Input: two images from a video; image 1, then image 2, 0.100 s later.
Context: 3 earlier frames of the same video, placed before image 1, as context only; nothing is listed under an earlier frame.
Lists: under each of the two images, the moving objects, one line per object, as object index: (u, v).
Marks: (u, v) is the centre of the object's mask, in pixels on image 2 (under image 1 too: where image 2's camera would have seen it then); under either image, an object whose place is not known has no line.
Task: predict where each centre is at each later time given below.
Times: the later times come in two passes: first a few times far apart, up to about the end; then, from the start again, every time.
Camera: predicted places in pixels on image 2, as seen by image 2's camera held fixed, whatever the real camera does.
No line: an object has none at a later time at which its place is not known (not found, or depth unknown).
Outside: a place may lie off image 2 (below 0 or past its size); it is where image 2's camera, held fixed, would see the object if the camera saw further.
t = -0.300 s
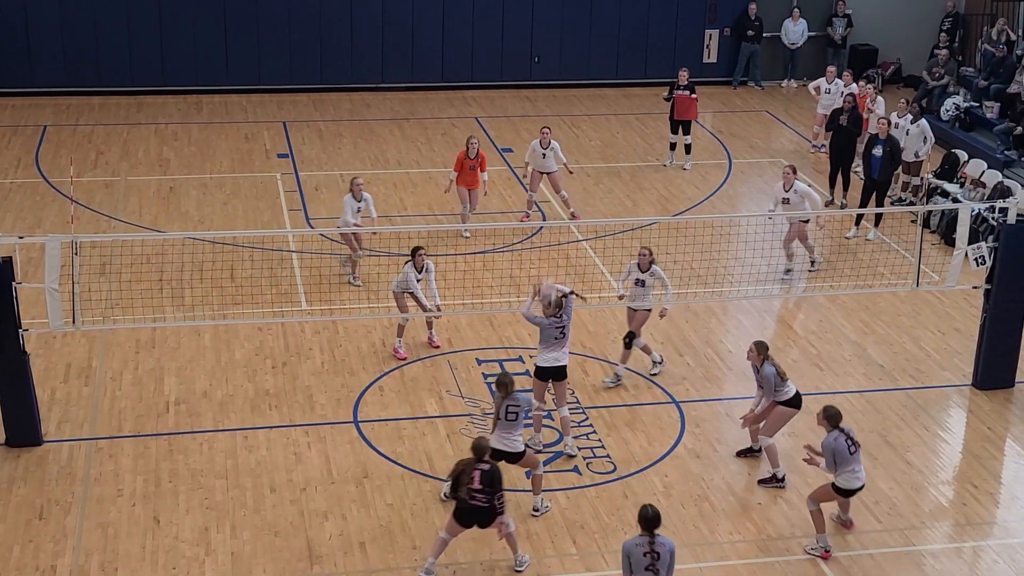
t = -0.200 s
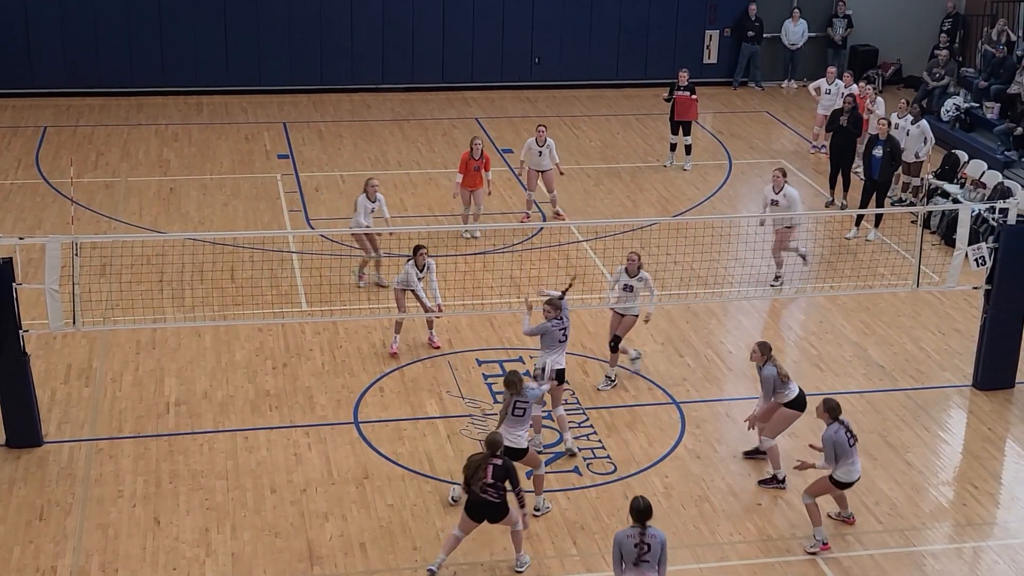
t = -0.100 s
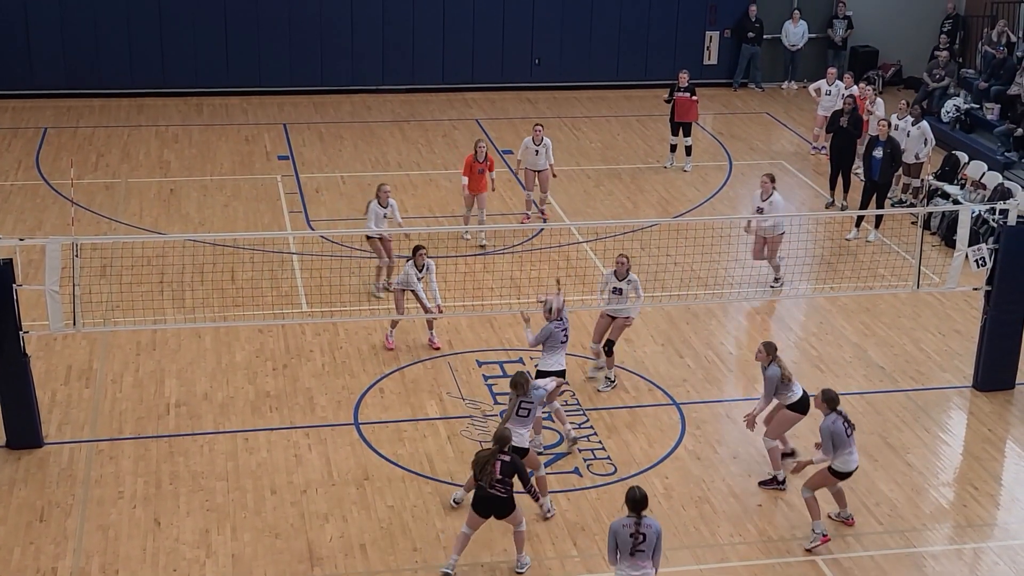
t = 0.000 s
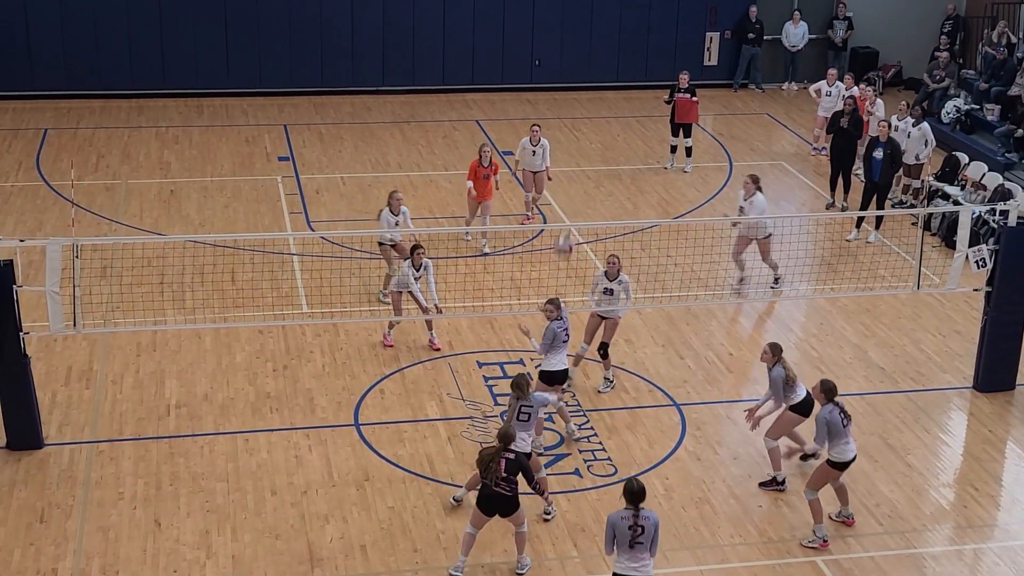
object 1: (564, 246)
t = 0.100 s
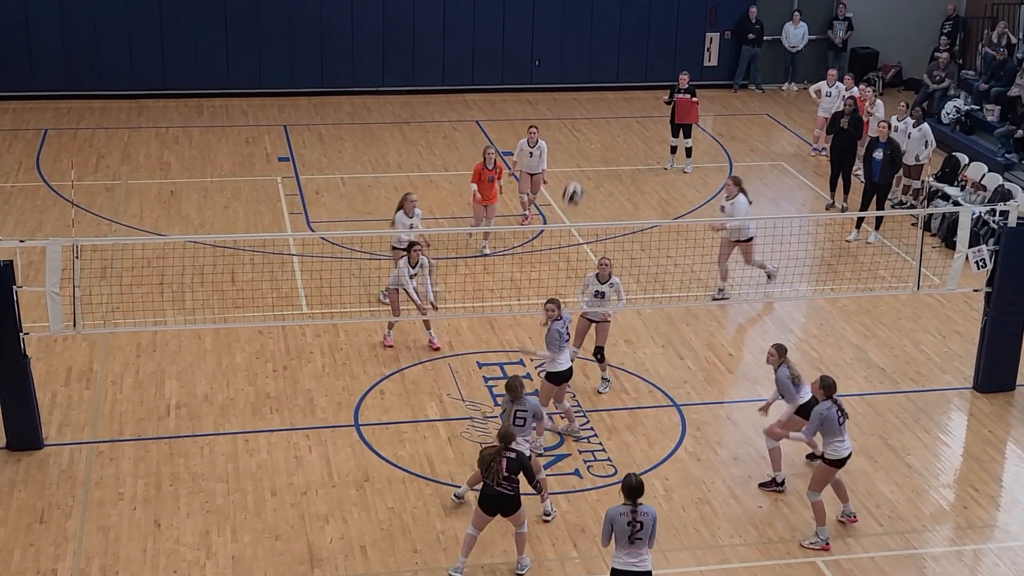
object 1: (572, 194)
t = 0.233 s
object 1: (583, 141)
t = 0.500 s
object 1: (601, 87)
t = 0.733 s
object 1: (613, 97)
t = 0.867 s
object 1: (619, 125)
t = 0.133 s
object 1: (575, 179)
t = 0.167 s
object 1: (578, 165)
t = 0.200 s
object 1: (580, 152)
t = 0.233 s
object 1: (583, 141)
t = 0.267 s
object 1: (586, 129)
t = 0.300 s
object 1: (588, 120)
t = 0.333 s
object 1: (590, 112)
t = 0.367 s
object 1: (592, 104)
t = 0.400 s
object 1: (595, 98)
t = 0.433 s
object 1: (597, 93)
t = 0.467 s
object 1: (599, 90)
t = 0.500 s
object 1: (601, 87)
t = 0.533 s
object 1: (602, 85)
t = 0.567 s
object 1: (604, 84)
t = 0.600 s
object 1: (606, 85)
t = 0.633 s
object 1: (608, 86)
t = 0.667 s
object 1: (610, 89)
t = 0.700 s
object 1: (611, 93)
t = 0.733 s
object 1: (613, 97)
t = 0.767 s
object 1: (615, 104)
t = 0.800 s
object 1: (617, 110)
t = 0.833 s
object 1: (617, 118)
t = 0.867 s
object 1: (619, 125)
